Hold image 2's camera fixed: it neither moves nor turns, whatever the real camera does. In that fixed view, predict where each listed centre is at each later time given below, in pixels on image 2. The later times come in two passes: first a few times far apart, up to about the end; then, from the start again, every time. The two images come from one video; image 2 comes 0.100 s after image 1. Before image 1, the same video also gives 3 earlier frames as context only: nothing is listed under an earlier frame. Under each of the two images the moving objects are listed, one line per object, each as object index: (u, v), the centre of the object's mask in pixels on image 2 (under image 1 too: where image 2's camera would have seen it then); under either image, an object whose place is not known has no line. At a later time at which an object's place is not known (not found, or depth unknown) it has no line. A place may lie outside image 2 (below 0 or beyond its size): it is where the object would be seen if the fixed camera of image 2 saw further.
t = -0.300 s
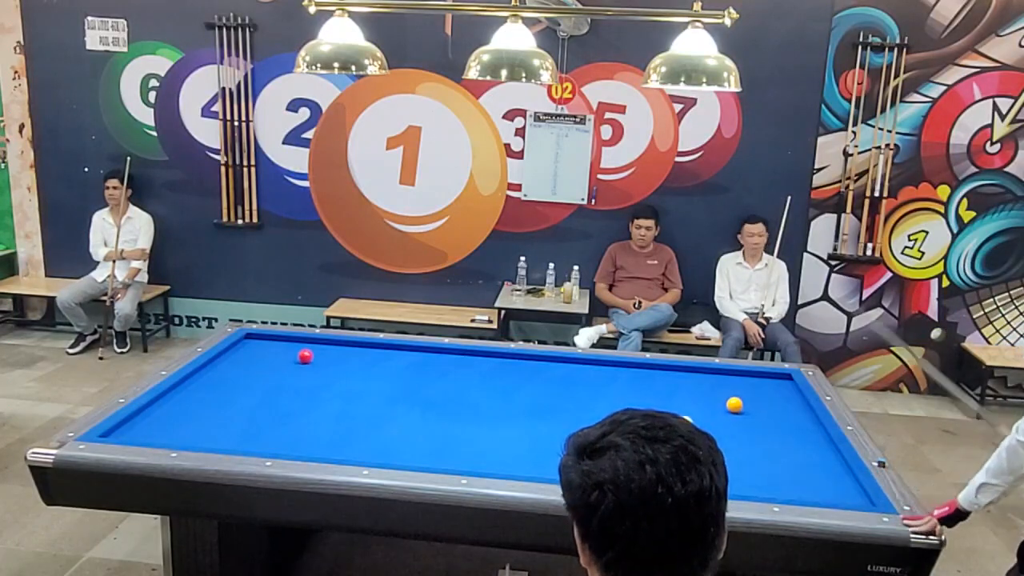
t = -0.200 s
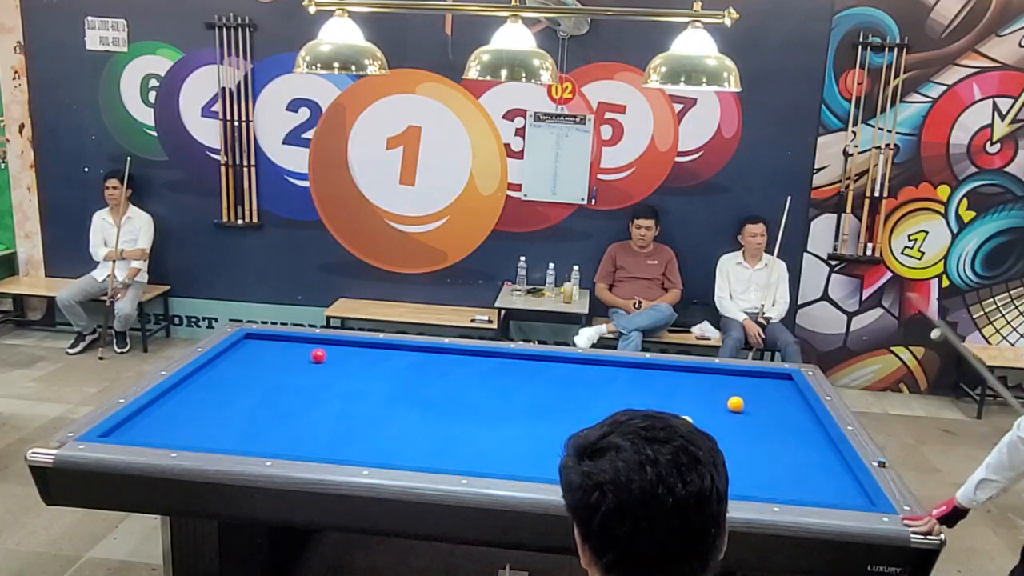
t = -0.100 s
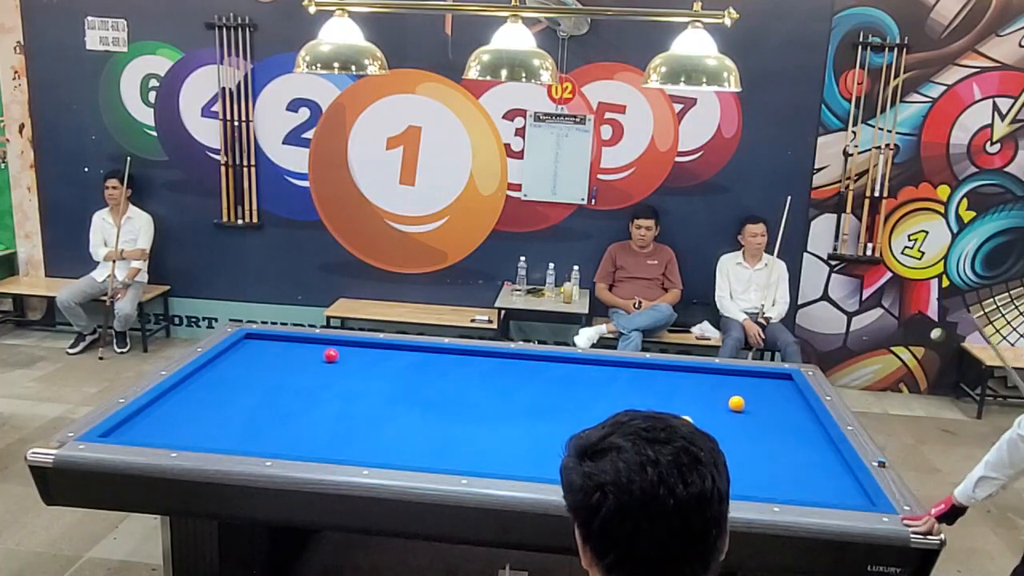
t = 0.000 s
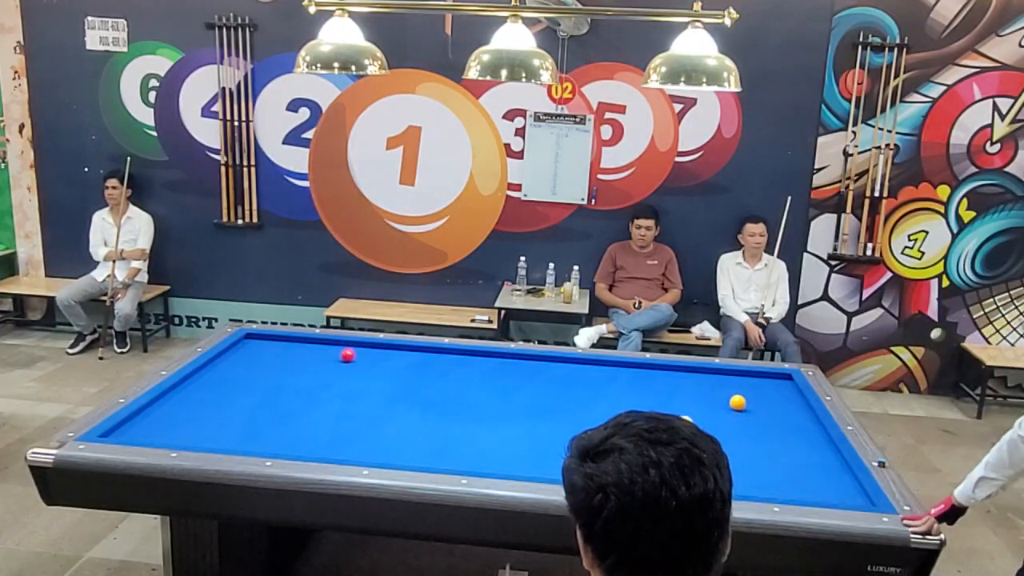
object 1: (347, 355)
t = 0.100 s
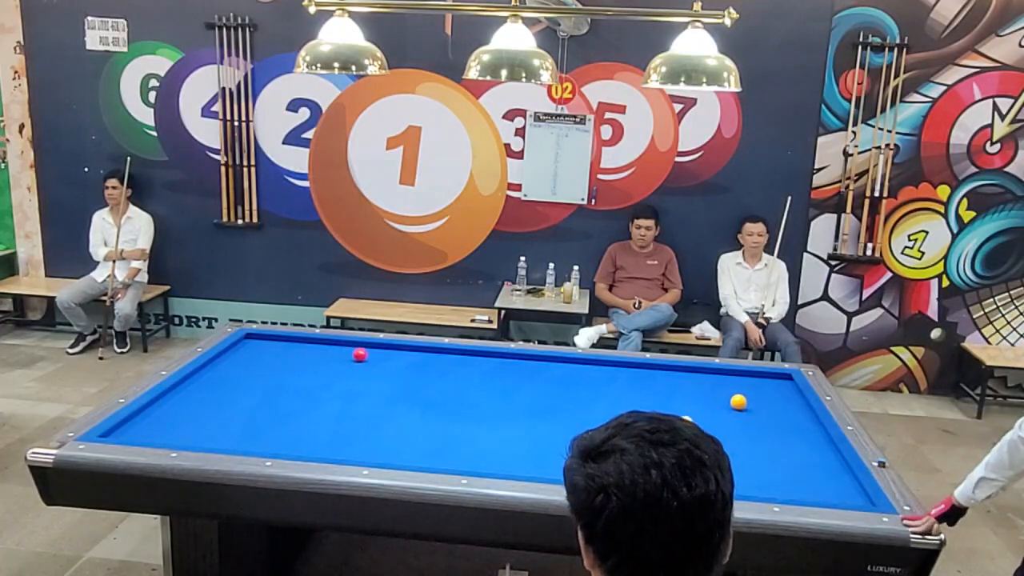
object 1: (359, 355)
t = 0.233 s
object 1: (375, 354)
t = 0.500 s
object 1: (406, 353)
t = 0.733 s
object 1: (433, 353)
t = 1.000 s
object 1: (462, 352)
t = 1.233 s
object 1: (482, 354)
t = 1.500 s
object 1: (504, 358)
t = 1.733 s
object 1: (524, 361)
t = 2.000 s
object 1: (546, 363)
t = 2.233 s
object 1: (565, 367)
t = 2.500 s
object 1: (585, 370)
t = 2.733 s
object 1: (604, 372)
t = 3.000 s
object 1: (624, 375)
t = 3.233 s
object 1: (640, 377)
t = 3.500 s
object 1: (659, 380)
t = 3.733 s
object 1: (675, 382)
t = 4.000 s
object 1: (692, 384)
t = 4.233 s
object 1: (707, 387)
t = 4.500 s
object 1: (723, 389)
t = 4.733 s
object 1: (735, 389)
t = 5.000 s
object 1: (754, 392)
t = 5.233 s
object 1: (764, 395)
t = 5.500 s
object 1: (777, 397)
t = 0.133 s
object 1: (363, 354)
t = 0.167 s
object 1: (368, 354)
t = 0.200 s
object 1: (371, 354)
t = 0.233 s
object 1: (375, 354)
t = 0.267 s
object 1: (379, 354)
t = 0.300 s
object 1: (383, 354)
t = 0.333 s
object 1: (387, 354)
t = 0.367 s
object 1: (391, 354)
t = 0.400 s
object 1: (395, 354)
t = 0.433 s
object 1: (399, 353)
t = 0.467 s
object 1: (403, 353)
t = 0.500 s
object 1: (406, 353)
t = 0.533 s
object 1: (411, 353)
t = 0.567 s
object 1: (414, 353)
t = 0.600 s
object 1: (418, 353)
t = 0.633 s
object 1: (422, 353)
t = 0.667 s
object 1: (426, 353)
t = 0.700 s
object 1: (429, 353)
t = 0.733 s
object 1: (433, 353)
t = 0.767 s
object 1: (437, 352)
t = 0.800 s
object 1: (440, 353)
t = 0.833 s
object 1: (444, 352)
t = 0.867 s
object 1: (448, 352)
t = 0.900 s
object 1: (451, 352)
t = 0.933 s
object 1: (455, 352)
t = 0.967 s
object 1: (459, 352)
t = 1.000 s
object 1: (462, 352)
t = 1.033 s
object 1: (465, 352)
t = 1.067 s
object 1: (468, 353)
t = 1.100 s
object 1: (471, 353)
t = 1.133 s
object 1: (474, 353)
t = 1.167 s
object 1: (476, 353)
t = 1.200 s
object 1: (479, 354)
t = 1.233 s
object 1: (482, 354)
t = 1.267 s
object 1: (485, 355)
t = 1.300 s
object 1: (488, 355)
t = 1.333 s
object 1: (491, 355)
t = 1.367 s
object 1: (493, 356)
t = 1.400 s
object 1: (496, 357)
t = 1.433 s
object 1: (499, 357)
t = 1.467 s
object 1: (502, 358)
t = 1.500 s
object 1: (504, 358)
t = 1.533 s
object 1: (507, 358)
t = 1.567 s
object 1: (510, 359)
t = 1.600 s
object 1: (513, 359)
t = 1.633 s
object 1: (516, 360)
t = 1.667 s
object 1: (519, 360)
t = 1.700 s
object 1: (522, 360)
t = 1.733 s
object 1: (524, 361)
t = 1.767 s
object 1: (526, 361)
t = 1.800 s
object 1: (529, 362)
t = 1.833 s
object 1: (532, 362)
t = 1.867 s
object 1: (535, 362)
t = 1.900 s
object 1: (538, 363)
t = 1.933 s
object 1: (541, 363)
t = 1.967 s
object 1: (543, 363)
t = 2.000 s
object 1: (546, 363)
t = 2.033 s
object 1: (549, 364)
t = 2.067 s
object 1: (551, 364)
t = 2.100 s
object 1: (554, 365)
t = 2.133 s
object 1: (557, 365)
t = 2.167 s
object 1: (560, 366)
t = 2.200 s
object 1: (562, 366)
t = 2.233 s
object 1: (565, 367)
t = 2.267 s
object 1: (567, 367)
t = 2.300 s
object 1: (570, 367)
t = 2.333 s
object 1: (572, 368)
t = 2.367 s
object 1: (575, 368)
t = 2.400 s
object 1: (577, 368)
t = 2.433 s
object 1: (580, 369)
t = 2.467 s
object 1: (583, 369)
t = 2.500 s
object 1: (585, 370)
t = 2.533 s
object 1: (588, 370)
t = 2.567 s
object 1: (590, 370)
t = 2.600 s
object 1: (593, 370)
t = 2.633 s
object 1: (596, 371)
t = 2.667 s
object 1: (598, 371)
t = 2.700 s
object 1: (601, 372)
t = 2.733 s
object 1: (604, 372)
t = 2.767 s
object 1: (606, 372)
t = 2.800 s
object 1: (608, 373)
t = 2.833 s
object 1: (611, 373)
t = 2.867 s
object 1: (613, 373)
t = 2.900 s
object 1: (616, 374)
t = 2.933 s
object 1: (618, 374)
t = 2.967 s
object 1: (621, 374)
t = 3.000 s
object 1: (624, 375)
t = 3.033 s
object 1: (626, 375)
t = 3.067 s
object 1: (628, 376)
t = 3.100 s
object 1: (630, 376)
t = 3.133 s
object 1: (633, 376)
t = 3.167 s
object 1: (635, 377)
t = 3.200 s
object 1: (638, 377)
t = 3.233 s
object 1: (640, 377)
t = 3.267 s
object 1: (643, 378)
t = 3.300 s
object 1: (645, 378)
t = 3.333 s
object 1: (647, 378)
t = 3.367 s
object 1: (650, 378)
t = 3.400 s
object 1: (652, 379)
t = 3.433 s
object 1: (654, 379)
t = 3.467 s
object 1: (657, 379)
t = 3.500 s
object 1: (659, 380)
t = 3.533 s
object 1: (661, 380)
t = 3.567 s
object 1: (664, 380)
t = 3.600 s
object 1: (666, 381)
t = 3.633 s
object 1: (668, 381)
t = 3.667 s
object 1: (670, 381)
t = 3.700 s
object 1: (673, 382)
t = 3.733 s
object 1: (675, 382)
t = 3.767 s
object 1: (677, 382)
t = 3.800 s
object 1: (679, 383)
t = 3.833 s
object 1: (681, 383)
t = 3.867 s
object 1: (683, 383)
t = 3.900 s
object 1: (686, 384)
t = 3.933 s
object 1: (688, 384)
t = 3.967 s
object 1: (690, 384)
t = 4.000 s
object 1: (692, 384)
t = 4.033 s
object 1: (695, 385)
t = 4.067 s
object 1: (697, 385)
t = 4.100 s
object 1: (699, 385)
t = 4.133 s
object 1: (701, 386)
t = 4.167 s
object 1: (703, 386)
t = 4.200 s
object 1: (705, 386)
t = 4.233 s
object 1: (707, 387)
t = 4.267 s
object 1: (709, 387)
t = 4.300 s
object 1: (711, 387)
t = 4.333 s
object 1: (713, 388)
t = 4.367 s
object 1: (716, 388)
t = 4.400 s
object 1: (717, 388)
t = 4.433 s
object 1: (720, 388)
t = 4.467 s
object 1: (721, 389)
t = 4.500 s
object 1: (723, 389)
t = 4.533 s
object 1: (725, 389)
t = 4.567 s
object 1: (727, 389)
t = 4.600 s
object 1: (729, 390)
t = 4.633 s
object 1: (731, 390)
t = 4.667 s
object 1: (732, 390)
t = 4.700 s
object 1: (734, 389)
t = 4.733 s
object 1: (735, 389)
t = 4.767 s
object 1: (737, 389)
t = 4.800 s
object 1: (738, 389)
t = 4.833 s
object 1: (741, 388)
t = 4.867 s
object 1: (743, 388)
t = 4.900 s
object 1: (747, 388)
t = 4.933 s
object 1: (750, 390)
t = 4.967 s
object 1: (752, 391)
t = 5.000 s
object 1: (754, 392)
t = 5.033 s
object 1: (755, 392)
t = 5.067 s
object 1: (756, 393)
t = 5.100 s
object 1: (758, 394)
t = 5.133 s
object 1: (759, 394)
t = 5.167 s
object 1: (761, 394)
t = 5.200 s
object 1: (763, 394)
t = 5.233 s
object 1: (764, 395)
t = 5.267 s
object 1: (766, 395)
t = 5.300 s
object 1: (767, 395)
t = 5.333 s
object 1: (769, 395)
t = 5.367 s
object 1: (770, 395)
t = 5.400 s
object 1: (773, 396)
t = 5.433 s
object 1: (774, 396)
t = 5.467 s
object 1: (776, 396)
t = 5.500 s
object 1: (777, 397)
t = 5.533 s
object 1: (779, 397)
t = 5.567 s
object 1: (781, 397)
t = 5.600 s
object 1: (782, 397)
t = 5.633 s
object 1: (783, 398)
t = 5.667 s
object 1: (781, 398)
